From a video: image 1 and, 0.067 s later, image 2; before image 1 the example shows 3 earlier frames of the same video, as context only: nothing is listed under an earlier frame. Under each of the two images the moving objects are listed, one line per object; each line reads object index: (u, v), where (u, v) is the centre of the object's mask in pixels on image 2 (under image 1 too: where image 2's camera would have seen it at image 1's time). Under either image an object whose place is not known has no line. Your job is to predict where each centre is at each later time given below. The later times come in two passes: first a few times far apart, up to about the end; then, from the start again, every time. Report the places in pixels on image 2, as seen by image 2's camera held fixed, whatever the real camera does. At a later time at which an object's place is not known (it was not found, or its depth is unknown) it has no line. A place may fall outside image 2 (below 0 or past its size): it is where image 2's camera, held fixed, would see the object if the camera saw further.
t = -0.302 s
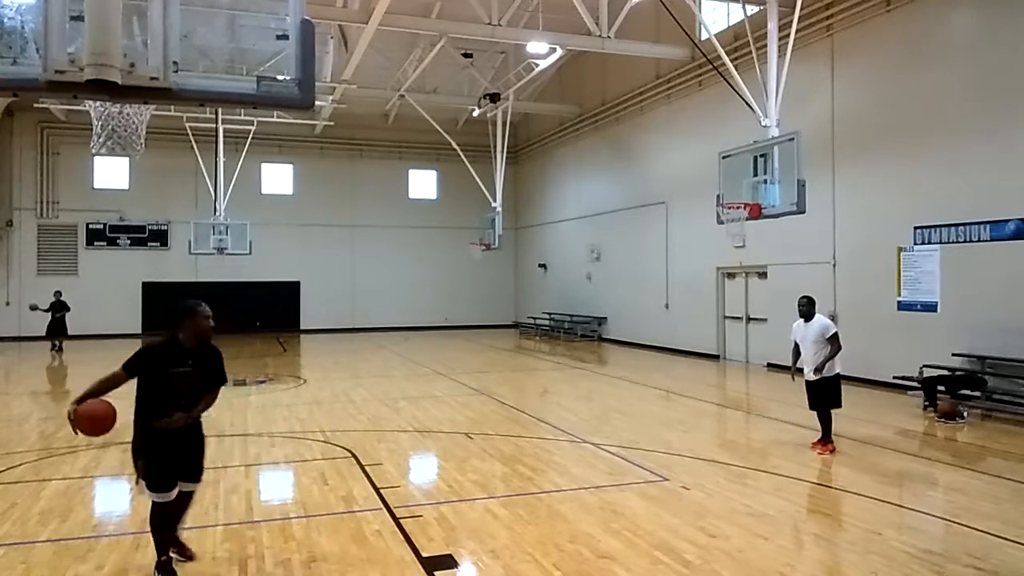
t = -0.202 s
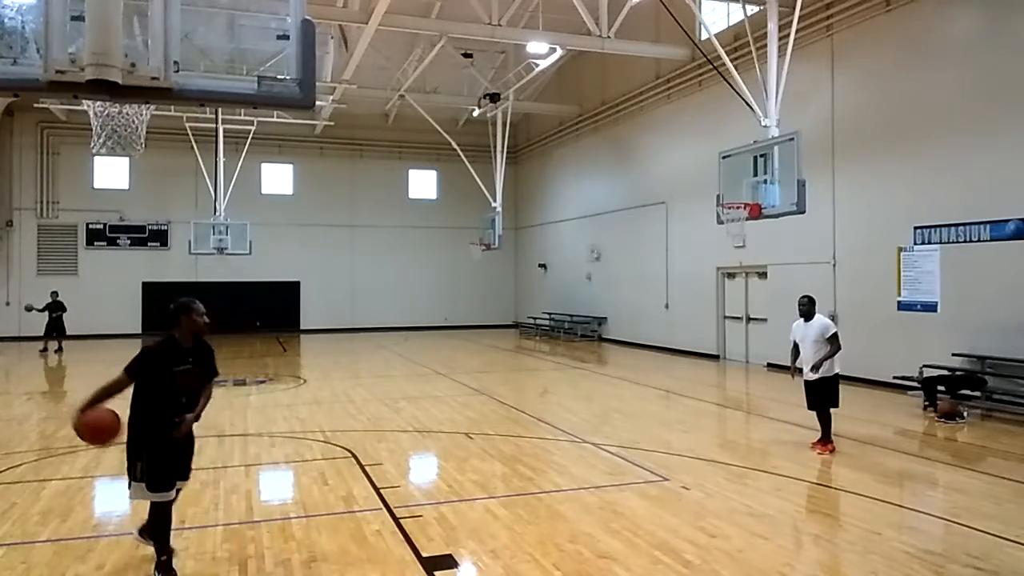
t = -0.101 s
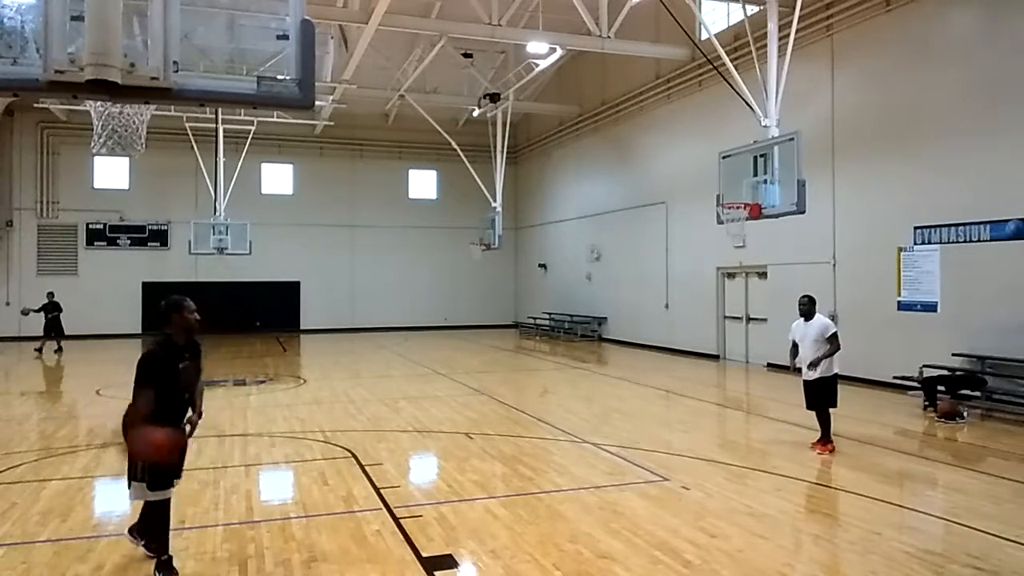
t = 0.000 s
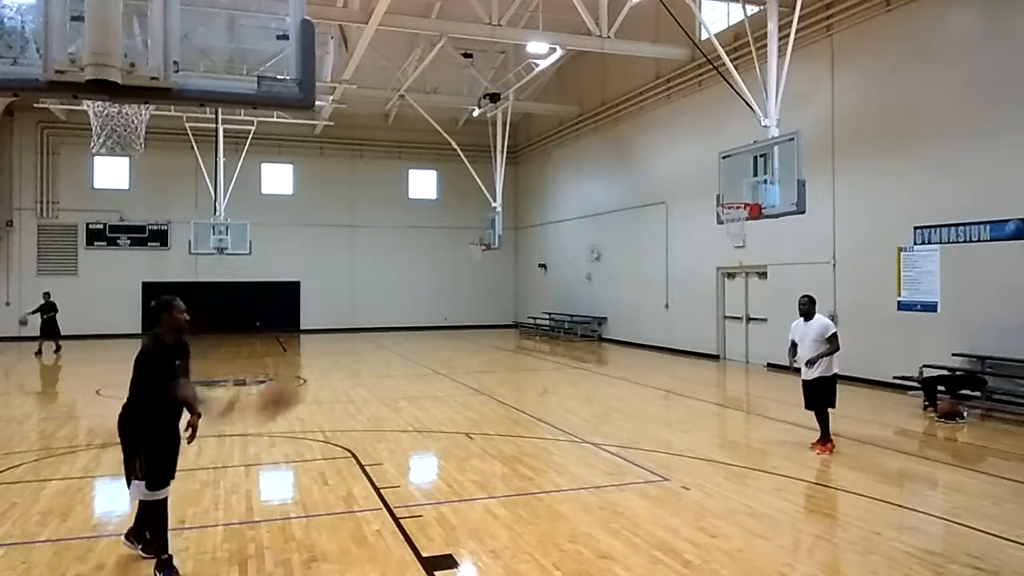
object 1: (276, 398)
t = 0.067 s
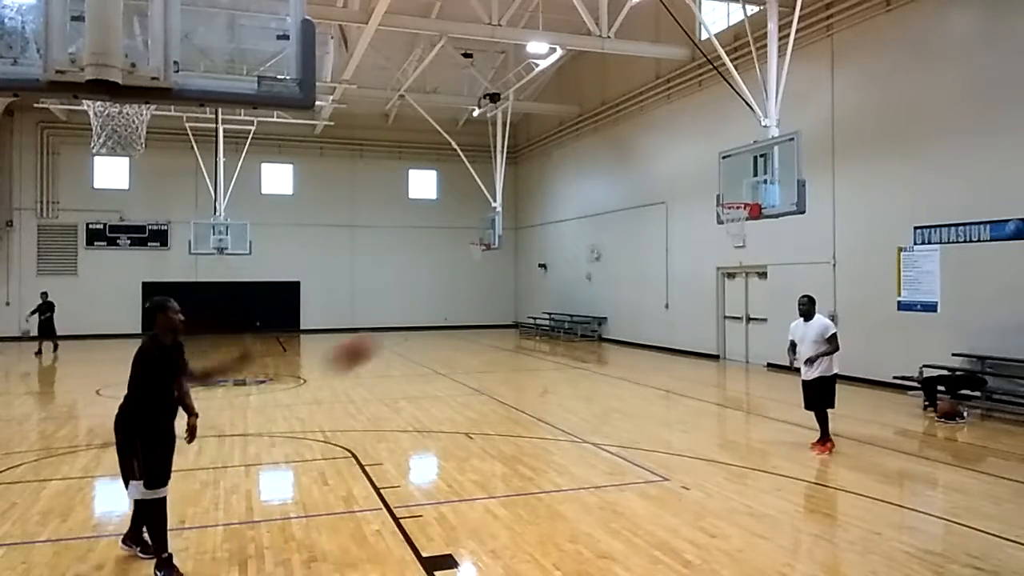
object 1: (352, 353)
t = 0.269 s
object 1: (533, 273)
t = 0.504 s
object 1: (689, 256)
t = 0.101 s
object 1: (385, 335)
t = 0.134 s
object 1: (419, 316)
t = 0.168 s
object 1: (450, 303)
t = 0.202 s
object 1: (478, 292)
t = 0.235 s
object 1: (507, 282)
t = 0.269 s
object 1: (533, 273)
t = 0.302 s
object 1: (559, 266)
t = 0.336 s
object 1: (584, 260)
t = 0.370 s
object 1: (606, 257)
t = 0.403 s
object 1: (628, 255)
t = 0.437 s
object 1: (649, 255)
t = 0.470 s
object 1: (669, 255)
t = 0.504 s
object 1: (689, 256)
